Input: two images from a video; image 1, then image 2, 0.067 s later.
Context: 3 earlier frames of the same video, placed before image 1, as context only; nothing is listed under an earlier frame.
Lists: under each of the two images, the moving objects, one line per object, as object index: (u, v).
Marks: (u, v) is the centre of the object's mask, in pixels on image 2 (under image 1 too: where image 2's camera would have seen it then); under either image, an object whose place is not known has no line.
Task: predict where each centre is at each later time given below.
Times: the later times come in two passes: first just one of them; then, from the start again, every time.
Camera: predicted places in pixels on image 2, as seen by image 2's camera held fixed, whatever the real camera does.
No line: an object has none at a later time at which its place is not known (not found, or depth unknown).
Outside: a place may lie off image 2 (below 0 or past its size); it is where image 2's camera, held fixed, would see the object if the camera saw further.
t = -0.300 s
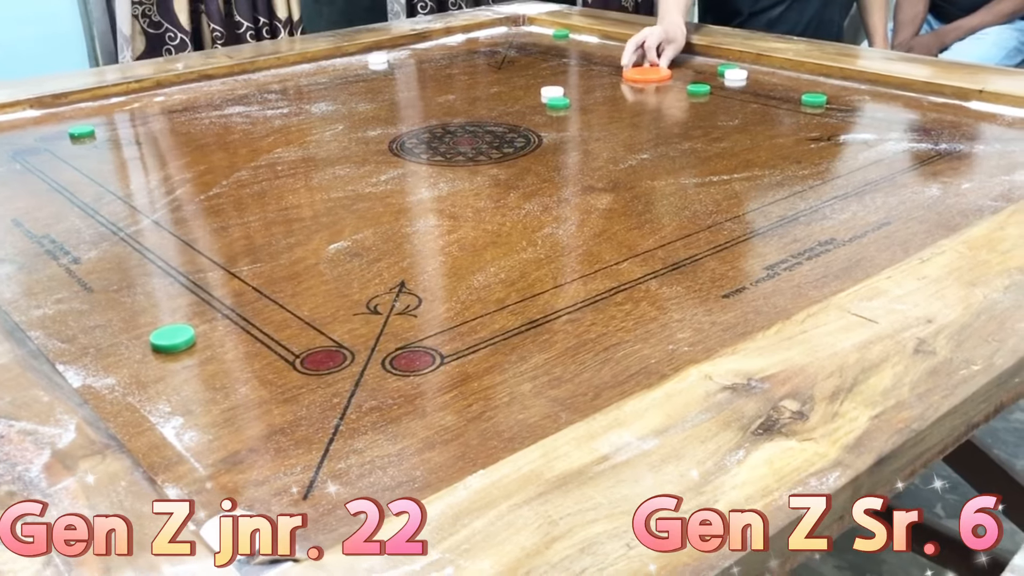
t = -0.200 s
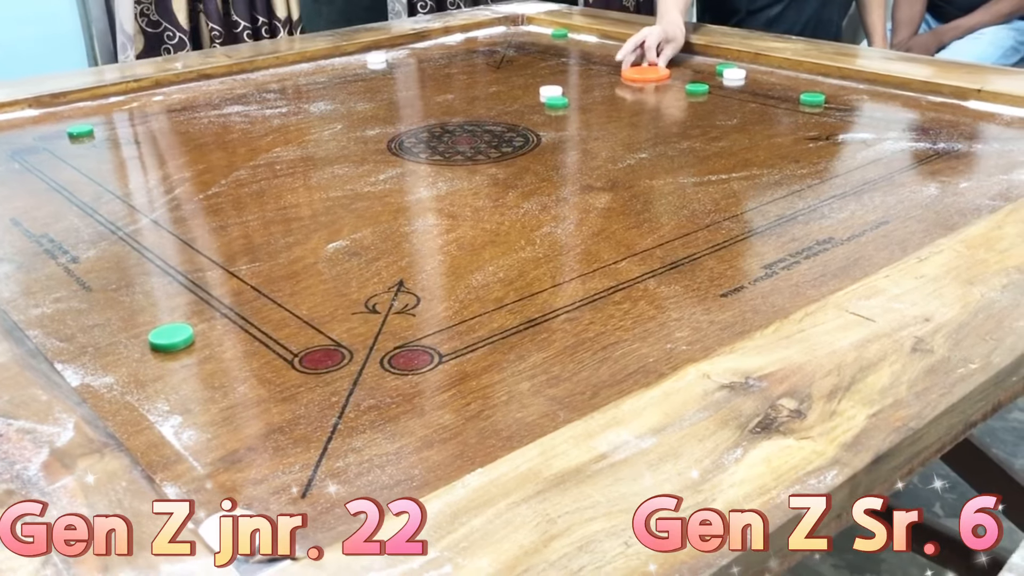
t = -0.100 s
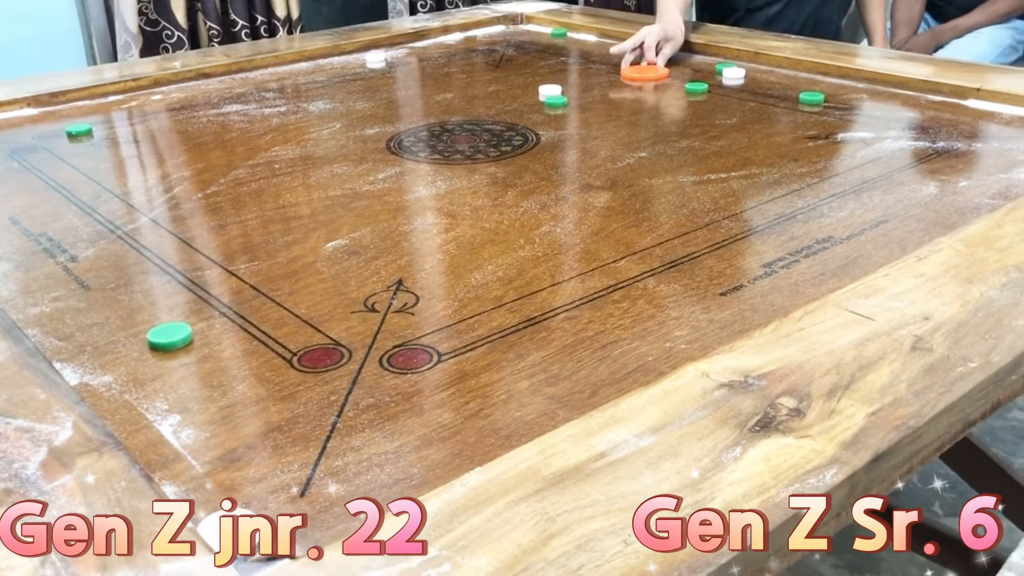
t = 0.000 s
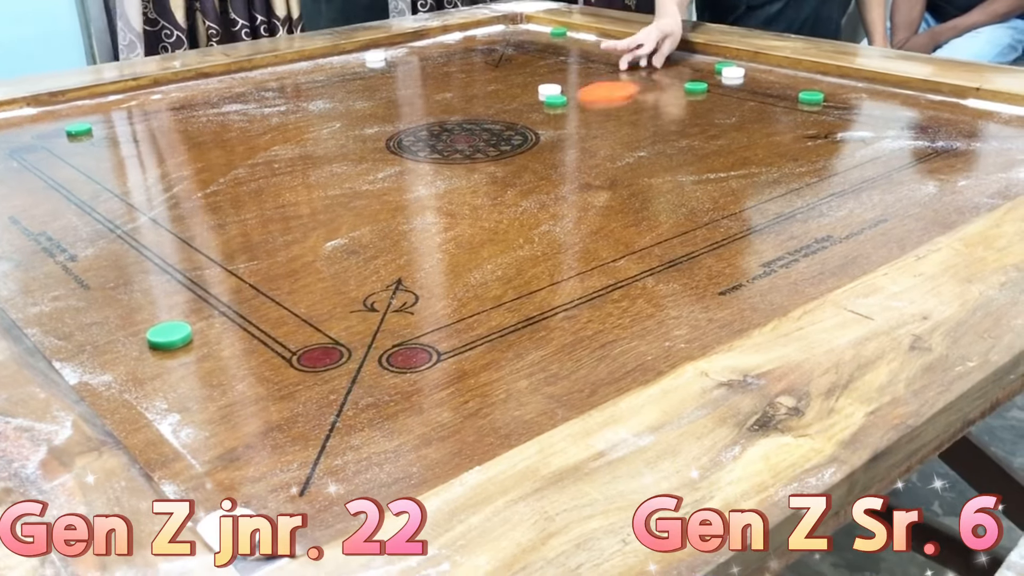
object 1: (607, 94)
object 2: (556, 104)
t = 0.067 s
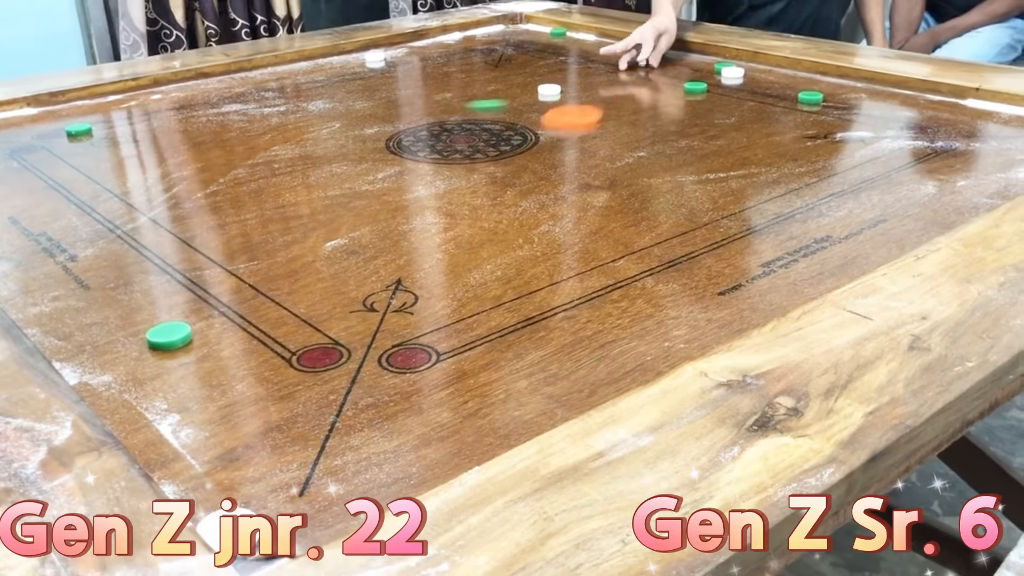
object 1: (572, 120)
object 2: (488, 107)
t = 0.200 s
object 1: (500, 182)
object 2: (294, 118)
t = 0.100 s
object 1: (556, 133)
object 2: (438, 109)
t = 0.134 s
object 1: (539, 148)
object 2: (391, 112)
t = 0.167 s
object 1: (520, 165)
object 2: (342, 115)
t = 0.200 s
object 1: (500, 182)
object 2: (294, 118)
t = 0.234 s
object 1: (477, 200)
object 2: (246, 121)
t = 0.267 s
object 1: (453, 221)
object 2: (199, 125)
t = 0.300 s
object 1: (426, 244)
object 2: (153, 127)
